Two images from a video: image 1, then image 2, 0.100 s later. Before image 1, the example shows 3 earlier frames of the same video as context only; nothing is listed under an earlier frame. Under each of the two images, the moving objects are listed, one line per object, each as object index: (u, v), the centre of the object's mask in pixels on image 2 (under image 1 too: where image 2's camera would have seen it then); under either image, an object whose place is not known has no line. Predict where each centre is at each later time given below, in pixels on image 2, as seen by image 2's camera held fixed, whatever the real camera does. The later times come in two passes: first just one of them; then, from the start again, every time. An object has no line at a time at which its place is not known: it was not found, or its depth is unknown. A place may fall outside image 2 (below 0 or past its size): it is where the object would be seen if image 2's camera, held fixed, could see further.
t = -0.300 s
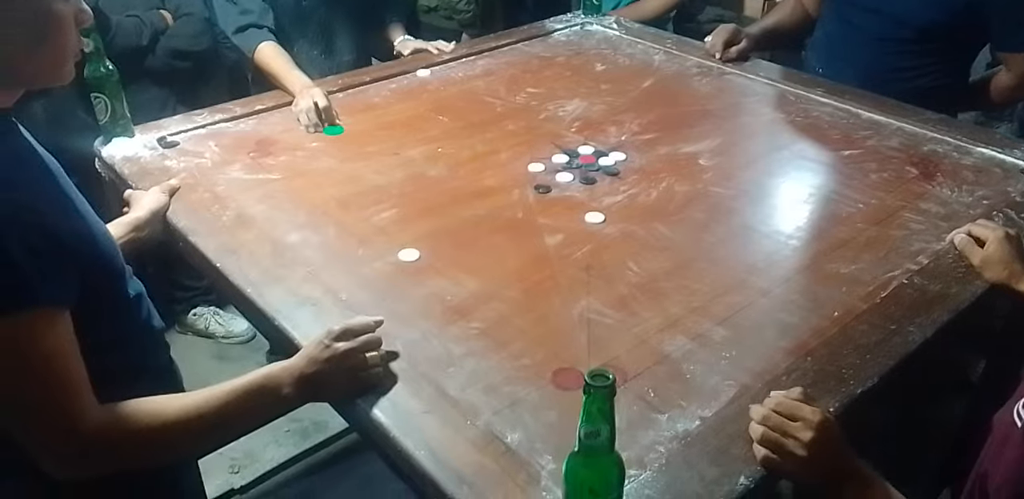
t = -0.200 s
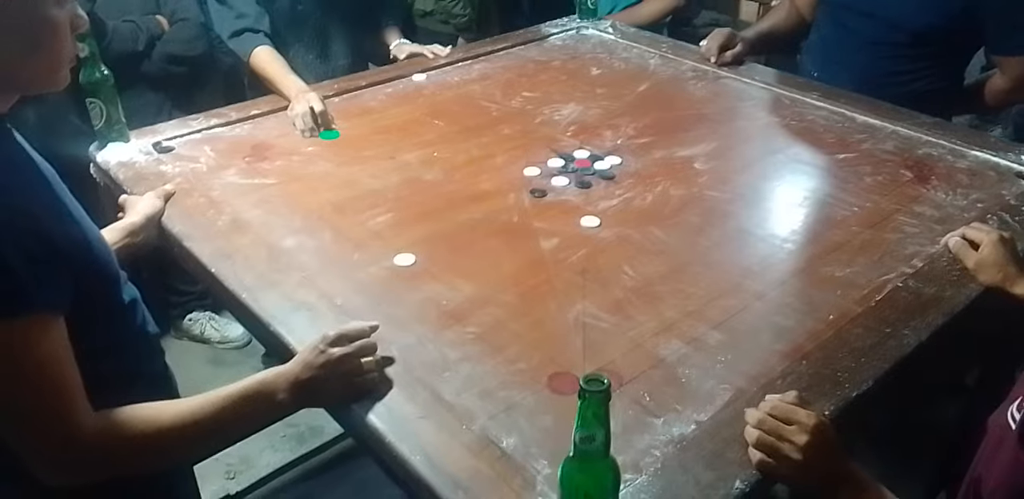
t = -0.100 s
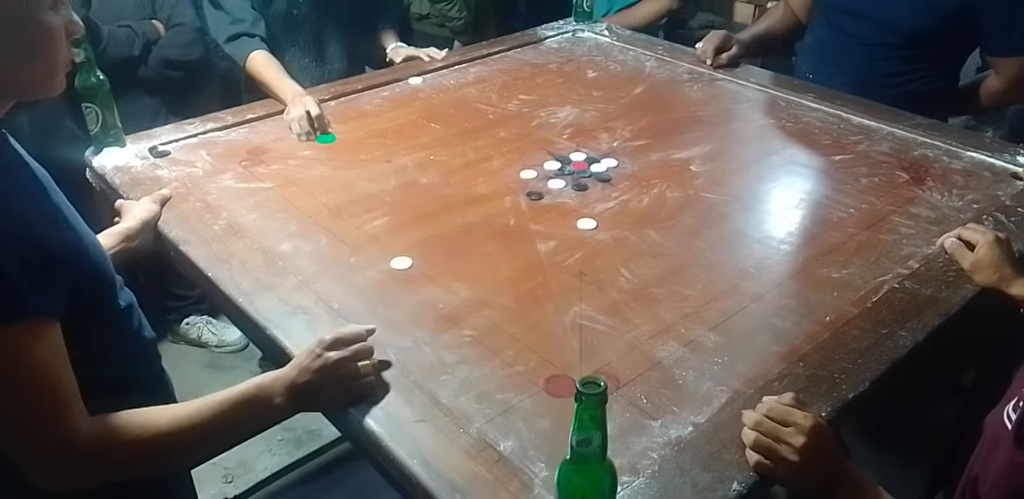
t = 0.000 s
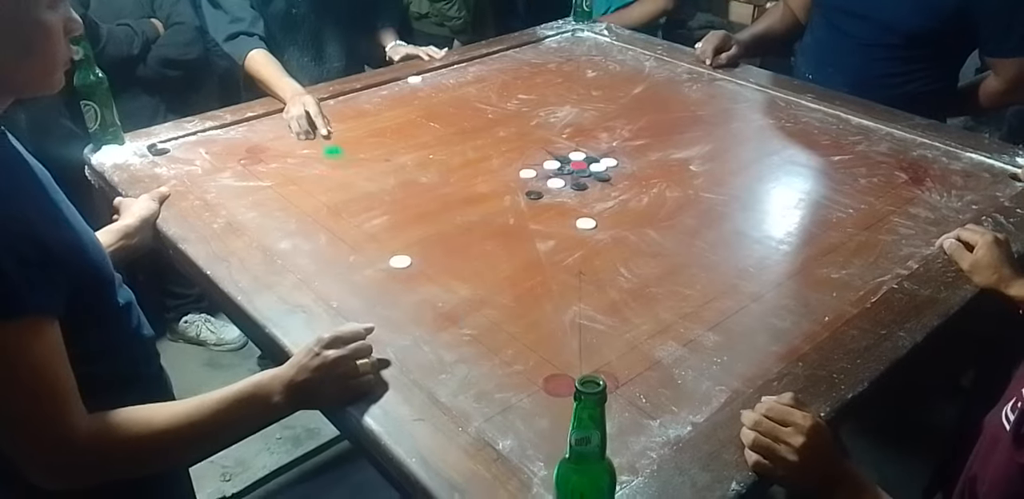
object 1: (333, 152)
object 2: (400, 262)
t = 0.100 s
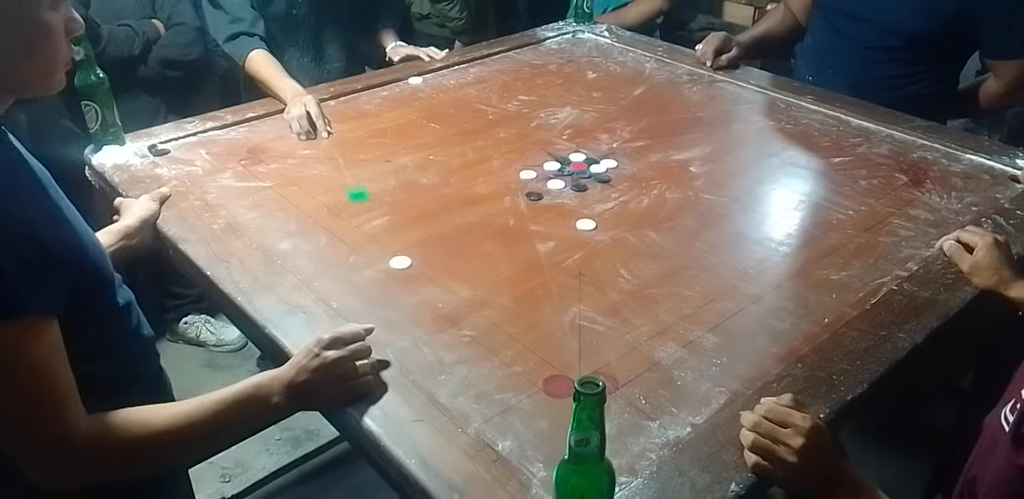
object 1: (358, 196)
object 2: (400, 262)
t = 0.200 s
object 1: (386, 244)
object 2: (400, 262)
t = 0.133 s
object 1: (367, 211)
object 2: (400, 262)
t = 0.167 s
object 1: (376, 227)
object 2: (400, 262)
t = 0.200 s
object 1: (386, 244)
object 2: (400, 262)
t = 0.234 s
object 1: (391, 255)
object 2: (408, 272)
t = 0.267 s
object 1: (393, 259)
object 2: (423, 292)
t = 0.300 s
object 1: (393, 263)
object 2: (439, 314)
